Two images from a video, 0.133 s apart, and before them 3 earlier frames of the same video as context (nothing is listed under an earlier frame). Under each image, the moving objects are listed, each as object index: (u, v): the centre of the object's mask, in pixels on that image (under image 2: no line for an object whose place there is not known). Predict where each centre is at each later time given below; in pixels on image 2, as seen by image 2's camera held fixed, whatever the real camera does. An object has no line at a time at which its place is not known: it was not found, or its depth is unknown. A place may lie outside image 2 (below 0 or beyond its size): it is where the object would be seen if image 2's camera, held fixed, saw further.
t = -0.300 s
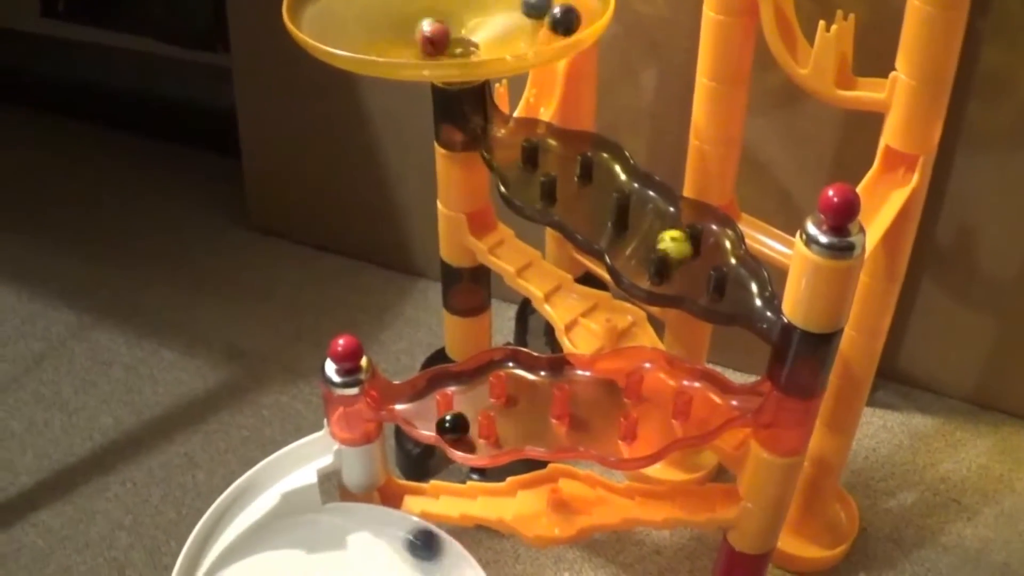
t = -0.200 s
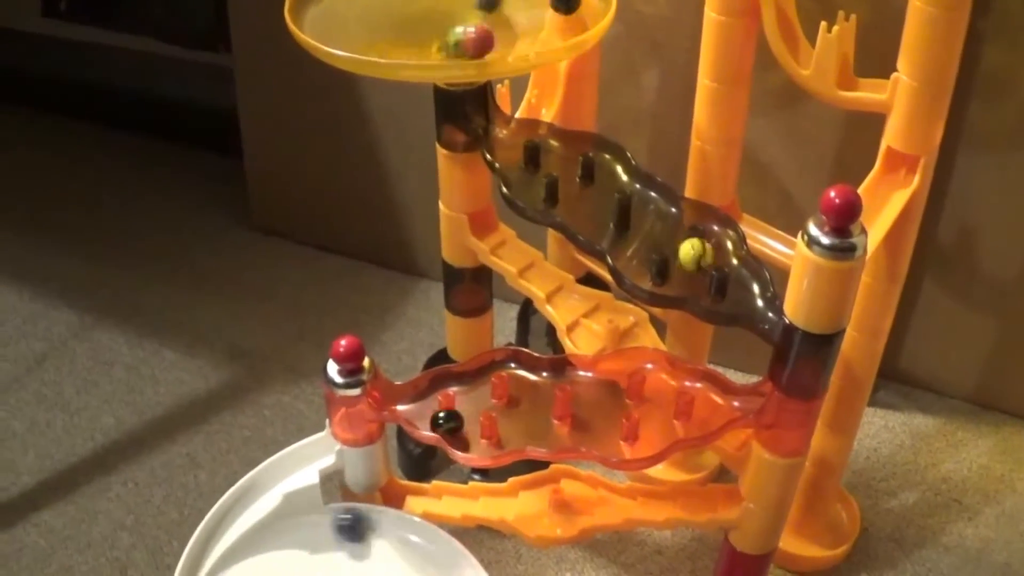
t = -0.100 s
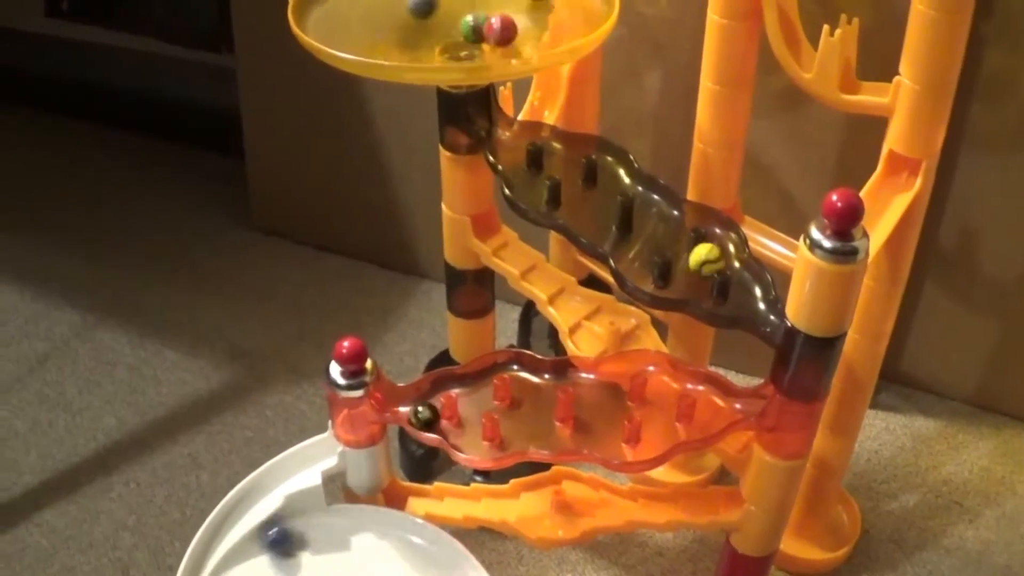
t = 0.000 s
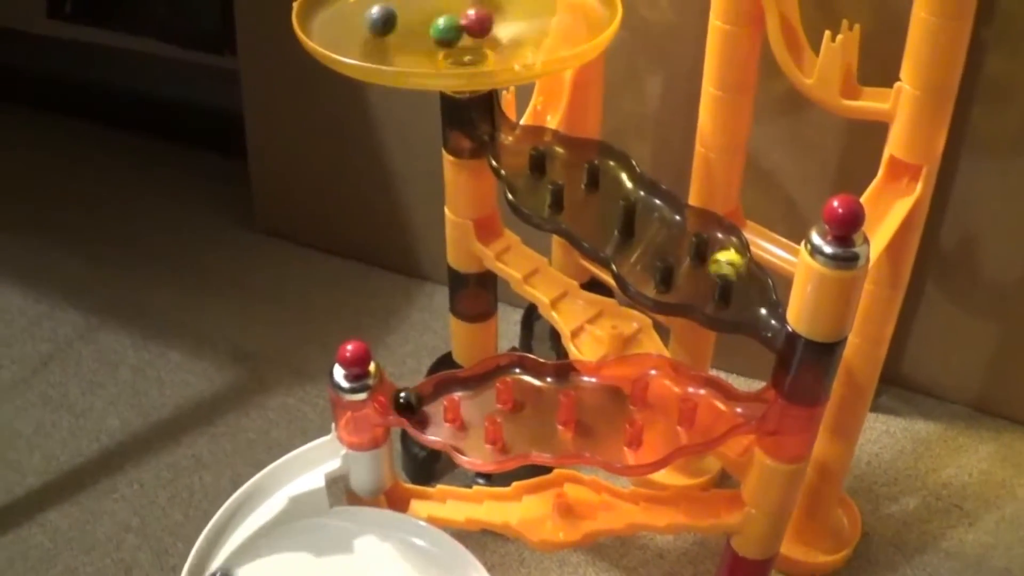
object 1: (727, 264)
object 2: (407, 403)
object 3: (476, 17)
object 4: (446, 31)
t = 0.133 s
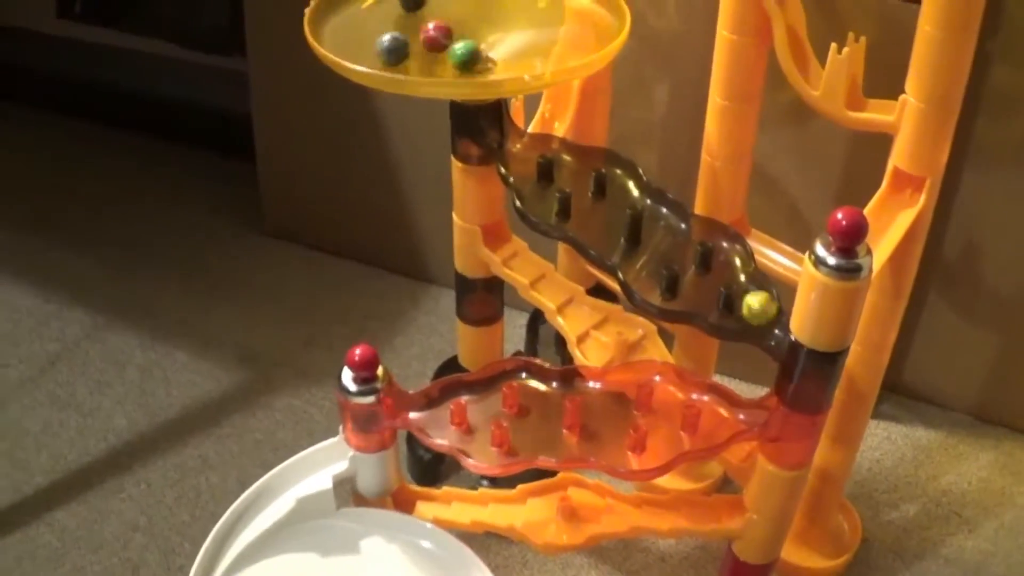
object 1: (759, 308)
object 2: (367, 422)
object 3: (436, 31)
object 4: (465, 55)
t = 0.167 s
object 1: (762, 318)
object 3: (433, 38)
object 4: (476, 57)
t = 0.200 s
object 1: (771, 324)
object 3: (439, 42)
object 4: (489, 55)
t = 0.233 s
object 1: (778, 330)
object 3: (451, 46)
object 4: (494, 50)
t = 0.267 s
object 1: (784, 339)
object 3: (470, 48)
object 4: (496, 45)
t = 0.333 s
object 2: (342, 452)
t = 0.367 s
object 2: (336, 454)
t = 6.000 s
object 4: (430, 547)
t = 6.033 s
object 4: (407, 536)
